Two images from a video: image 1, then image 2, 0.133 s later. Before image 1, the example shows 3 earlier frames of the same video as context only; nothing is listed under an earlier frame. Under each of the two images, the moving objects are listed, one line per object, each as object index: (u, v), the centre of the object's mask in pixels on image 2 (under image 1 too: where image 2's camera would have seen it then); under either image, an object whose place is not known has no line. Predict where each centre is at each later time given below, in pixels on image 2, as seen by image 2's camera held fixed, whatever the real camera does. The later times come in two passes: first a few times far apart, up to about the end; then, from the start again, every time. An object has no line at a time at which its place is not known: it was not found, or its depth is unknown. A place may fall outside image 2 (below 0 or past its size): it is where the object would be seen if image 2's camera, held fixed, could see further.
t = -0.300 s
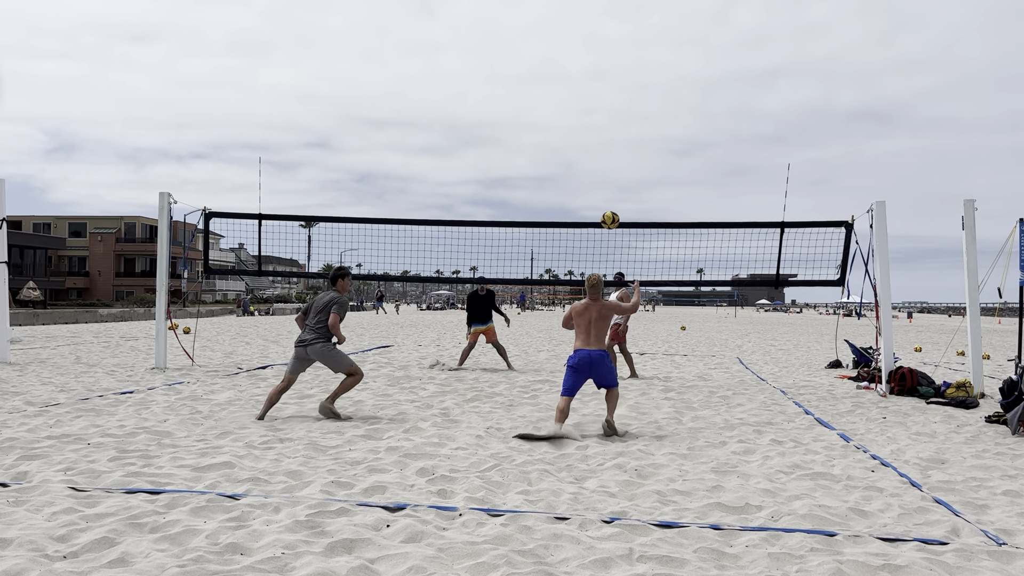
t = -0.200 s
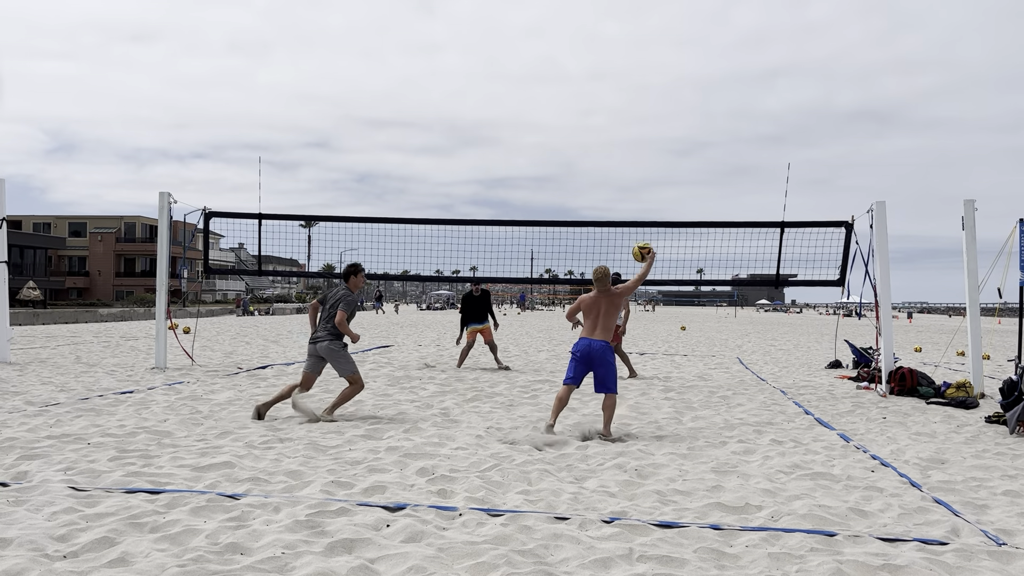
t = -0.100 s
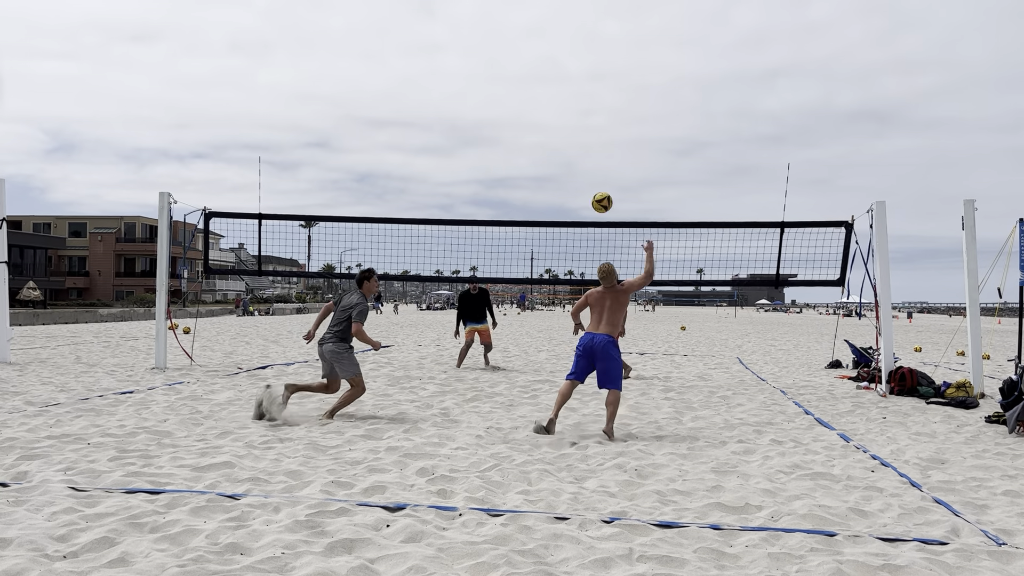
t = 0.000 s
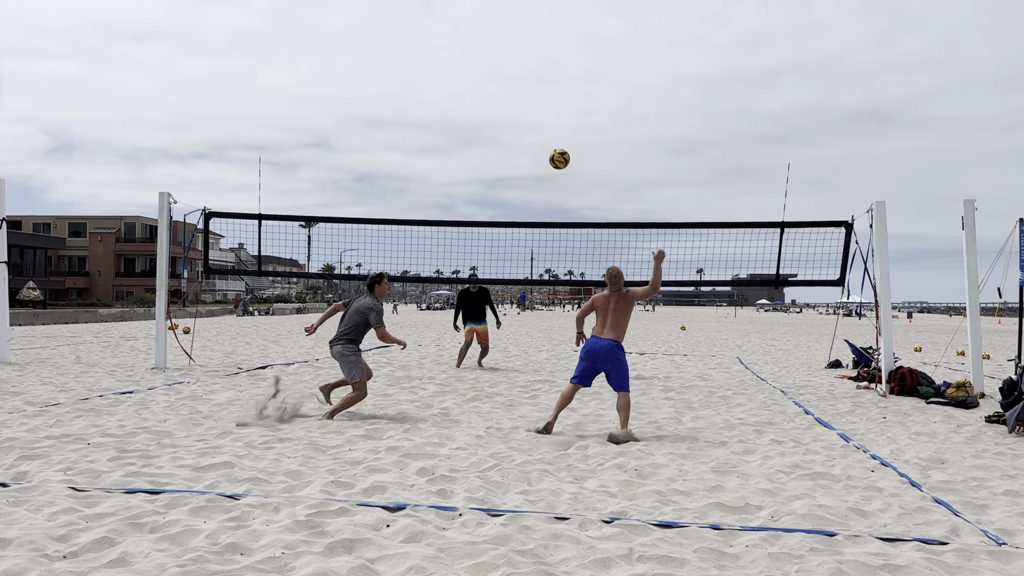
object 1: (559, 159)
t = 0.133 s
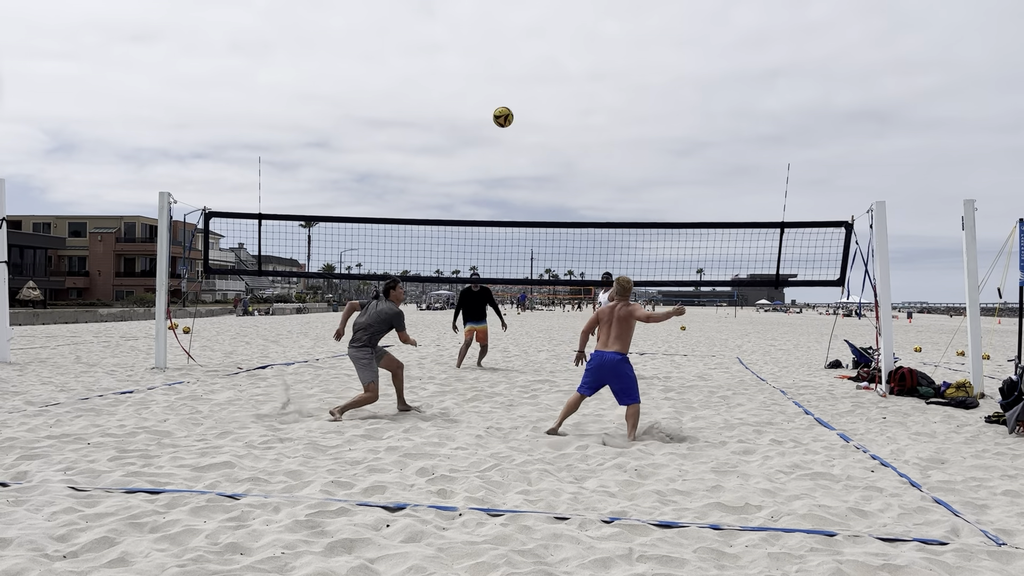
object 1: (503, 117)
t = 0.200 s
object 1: (475, 102)
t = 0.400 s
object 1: (391, 85)
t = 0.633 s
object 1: (296, 110)
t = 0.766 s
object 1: (243, 147)
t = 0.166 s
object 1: (489, 109)
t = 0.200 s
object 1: (475, 102)
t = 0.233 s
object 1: (461, 97)
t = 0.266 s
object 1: (447, 92)
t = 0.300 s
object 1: (433, 89)
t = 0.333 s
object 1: (419, 86)
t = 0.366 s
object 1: (405, 85)
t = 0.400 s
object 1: (391, 85)
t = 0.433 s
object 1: (378, 85)
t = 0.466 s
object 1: (364, 87)
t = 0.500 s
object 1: (351, 89)
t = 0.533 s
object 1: (337, 93)
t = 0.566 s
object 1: (323, 98)
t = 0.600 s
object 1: (309, 104)
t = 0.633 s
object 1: (296, 110)
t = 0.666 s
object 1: (283, 118)
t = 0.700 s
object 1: (269, 127)
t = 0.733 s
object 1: (256, 136)
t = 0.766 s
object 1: (243, 147)
